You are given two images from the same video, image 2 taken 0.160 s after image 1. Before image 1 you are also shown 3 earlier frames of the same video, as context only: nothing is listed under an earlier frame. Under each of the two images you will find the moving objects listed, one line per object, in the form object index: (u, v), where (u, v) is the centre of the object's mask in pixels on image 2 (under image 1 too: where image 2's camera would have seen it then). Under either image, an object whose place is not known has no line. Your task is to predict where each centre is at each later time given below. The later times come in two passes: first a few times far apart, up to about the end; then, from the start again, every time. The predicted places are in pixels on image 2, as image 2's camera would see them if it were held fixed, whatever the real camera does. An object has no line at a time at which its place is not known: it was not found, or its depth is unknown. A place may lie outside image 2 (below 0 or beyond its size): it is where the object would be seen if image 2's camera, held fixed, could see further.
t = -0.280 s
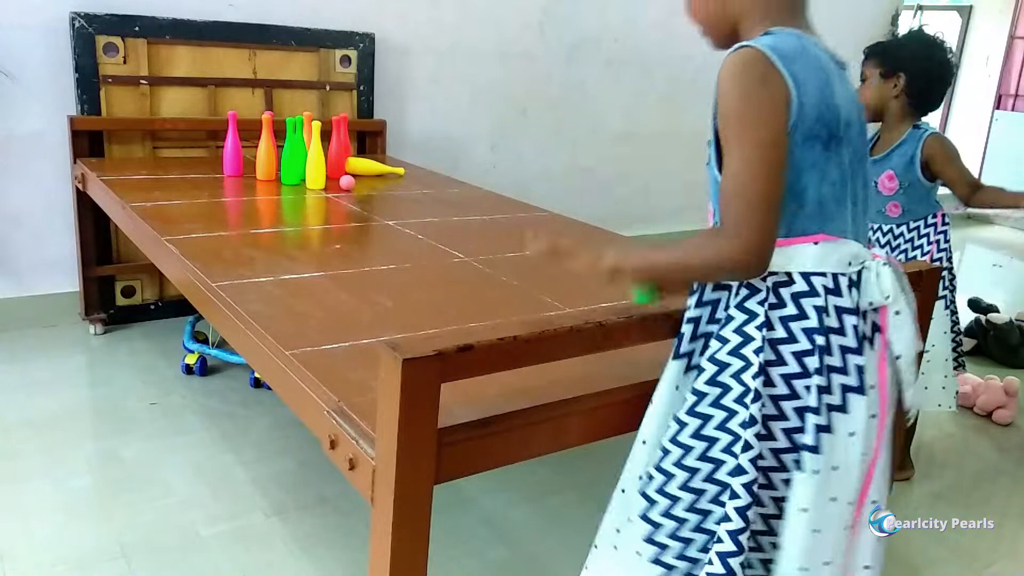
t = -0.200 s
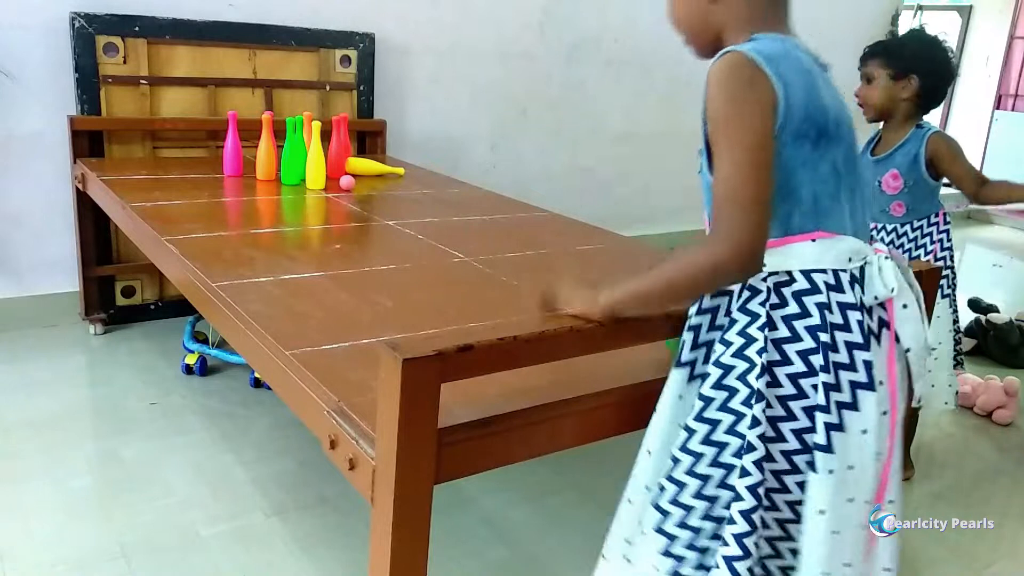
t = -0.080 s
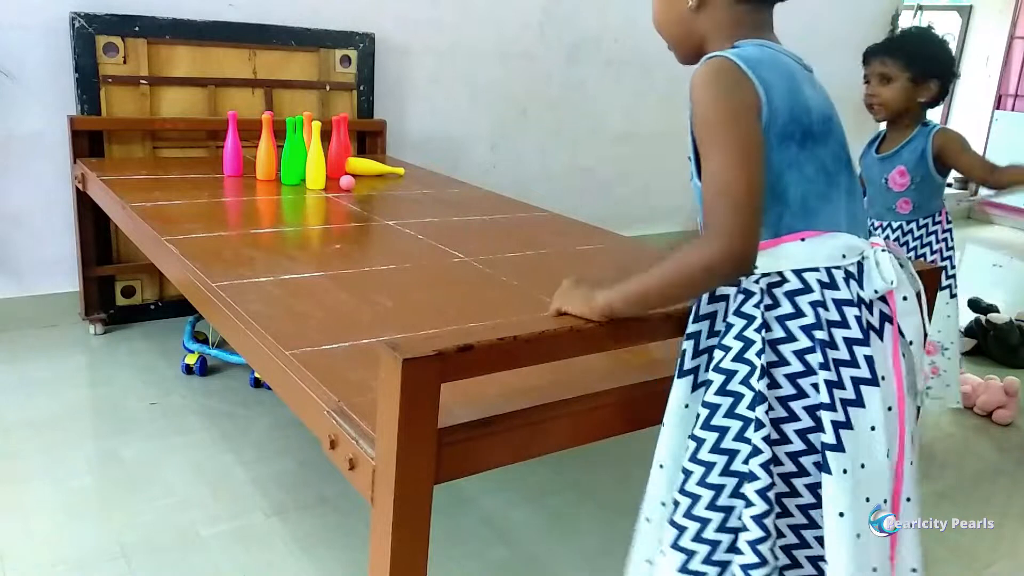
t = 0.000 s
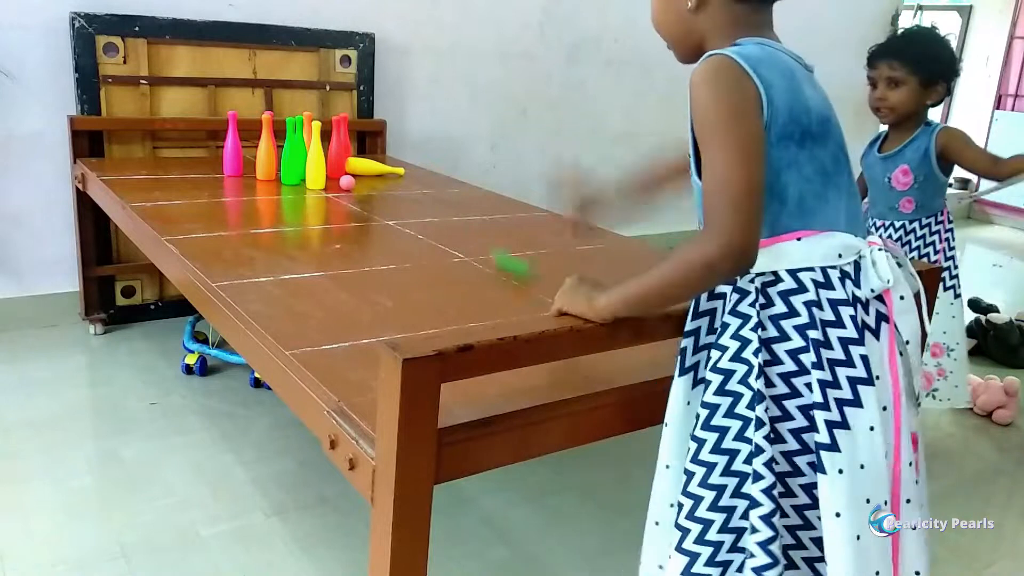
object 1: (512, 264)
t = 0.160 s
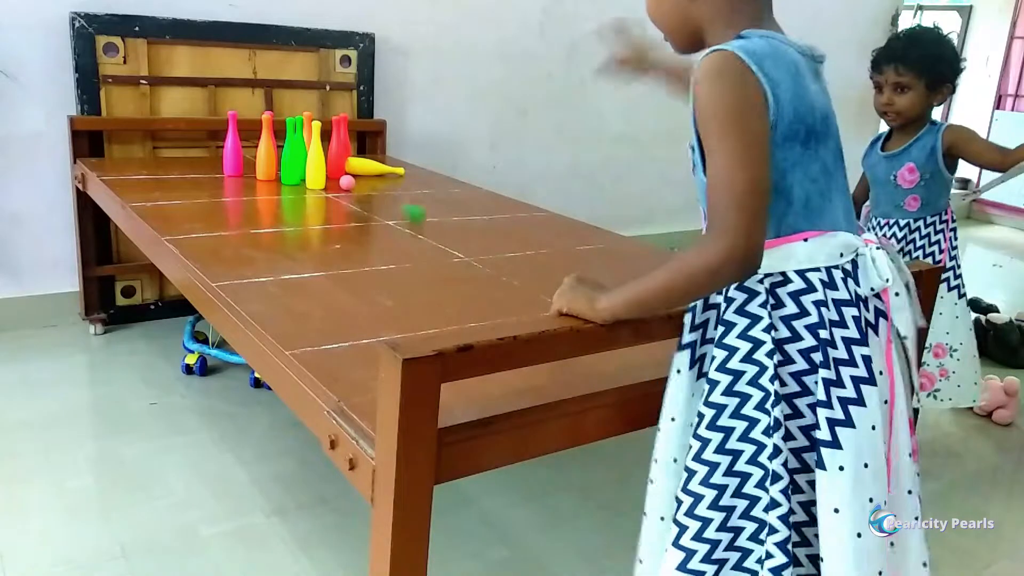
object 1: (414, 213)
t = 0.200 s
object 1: (397, 202)
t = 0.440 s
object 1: (378, 180)
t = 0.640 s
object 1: (397, 170)
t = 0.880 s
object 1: (438, 171)
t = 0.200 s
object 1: (397, 202)
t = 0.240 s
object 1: (383, 196)
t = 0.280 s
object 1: (370, 191)
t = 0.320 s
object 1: (361, 186)
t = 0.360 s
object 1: (365, 183)
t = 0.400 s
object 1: (372, 180)
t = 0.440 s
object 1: (378, 180)
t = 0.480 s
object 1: (383, 177)
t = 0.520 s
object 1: (387, 176)
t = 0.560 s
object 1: (390, 174)
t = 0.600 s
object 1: (393, 172)
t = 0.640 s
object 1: (397, 170)
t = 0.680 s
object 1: (404, 168)
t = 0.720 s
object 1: (412, 170)
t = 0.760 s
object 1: (419, 170)
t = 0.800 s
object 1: (426, 171)
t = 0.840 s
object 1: (433, 171)
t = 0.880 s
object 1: (438, 171)
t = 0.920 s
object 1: (443, 172)
